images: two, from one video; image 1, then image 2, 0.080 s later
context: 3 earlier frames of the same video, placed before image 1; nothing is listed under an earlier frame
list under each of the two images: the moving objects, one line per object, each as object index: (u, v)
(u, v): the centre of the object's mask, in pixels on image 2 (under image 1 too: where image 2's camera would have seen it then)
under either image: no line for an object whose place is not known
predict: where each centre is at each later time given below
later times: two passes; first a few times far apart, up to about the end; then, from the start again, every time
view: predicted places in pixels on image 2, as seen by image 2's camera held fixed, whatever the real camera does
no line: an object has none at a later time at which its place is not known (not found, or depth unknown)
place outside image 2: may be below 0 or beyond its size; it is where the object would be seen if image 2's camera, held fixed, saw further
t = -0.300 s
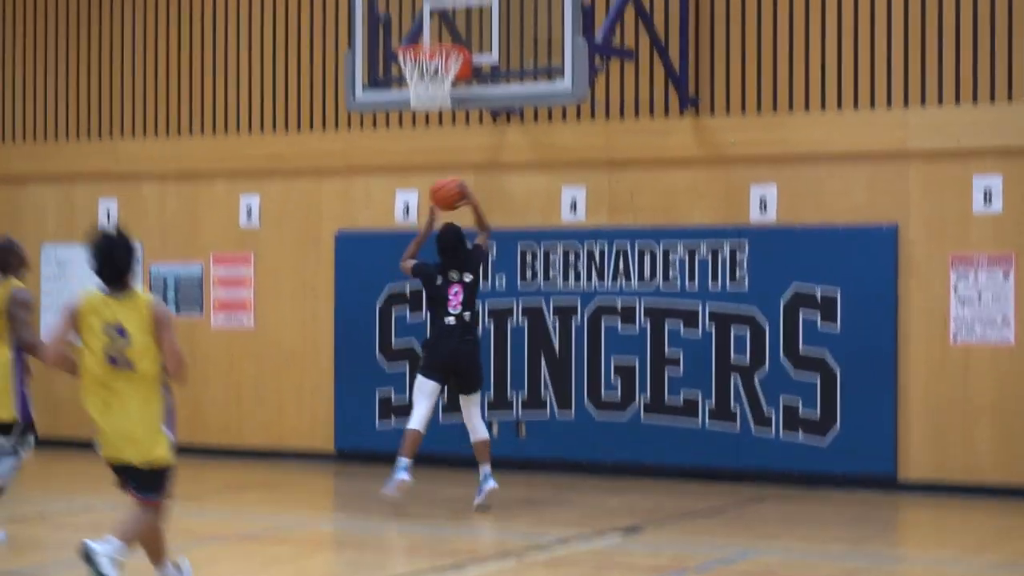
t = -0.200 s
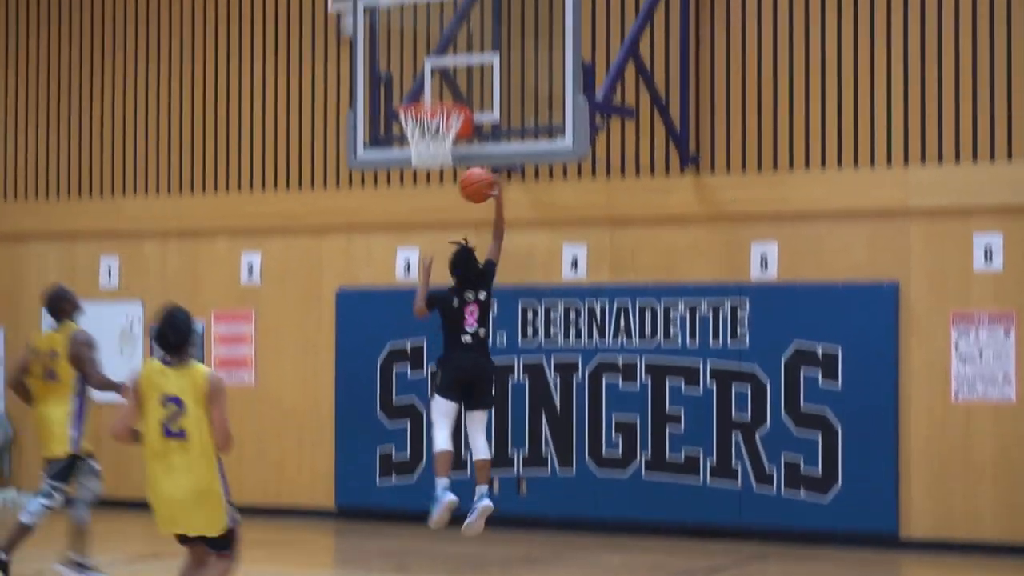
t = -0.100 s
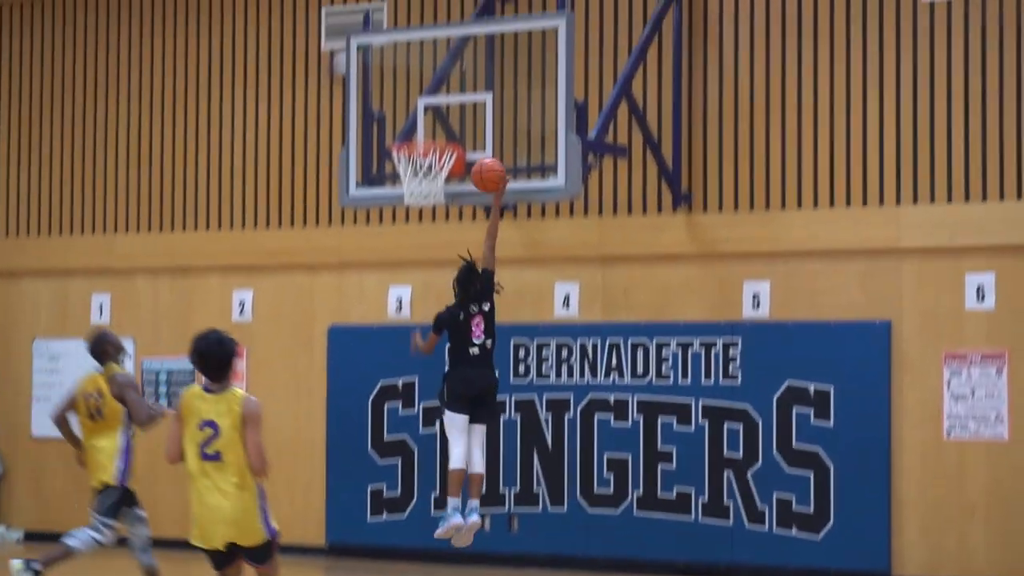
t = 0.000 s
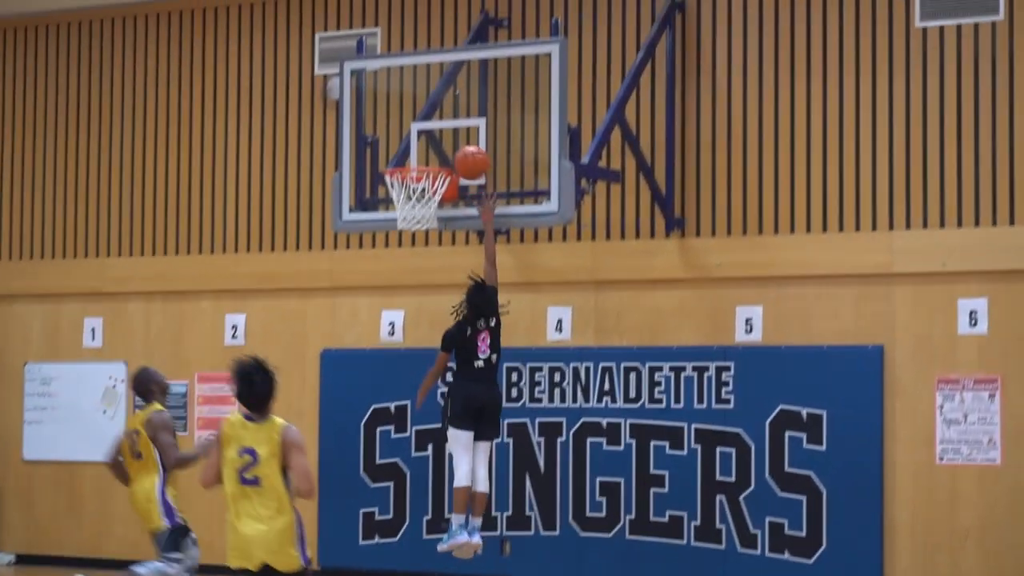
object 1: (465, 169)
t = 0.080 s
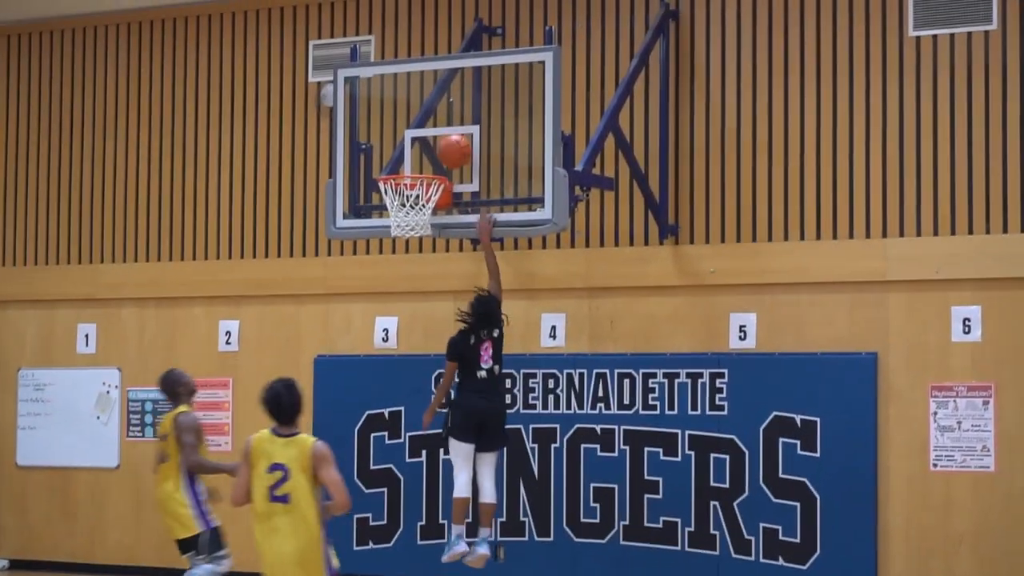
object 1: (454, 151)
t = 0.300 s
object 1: (420, 140)
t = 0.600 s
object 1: (398, 146)
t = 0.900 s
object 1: (416, 161)
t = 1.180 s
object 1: (413, 211)
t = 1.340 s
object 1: (406, 259)
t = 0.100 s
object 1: (452, 148)
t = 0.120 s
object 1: (450, 145)
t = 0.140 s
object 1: (447, 143)
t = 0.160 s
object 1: (445, 142)
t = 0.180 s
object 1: (442, 140)
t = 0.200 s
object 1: (439, 139)
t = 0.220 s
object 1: (435, 138)
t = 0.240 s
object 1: (431, 137)
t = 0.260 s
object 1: (427, 138)
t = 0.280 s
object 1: (424, 139)
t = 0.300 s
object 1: (420, 140)
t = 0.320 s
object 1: (416, 142)
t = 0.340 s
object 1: (412, 145)
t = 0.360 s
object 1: (408, 148)
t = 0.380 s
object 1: (405, 151)
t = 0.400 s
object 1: (401, 154)
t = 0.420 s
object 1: (397, 159)
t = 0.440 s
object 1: (393, 162)
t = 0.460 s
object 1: (393, 162)
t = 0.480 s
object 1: (393, 160)
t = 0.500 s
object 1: (394, 157)
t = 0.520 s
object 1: (395, 153)
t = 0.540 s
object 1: (396, 151)
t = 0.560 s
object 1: (397, 148)
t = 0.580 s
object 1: (398, 147)
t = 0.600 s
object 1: (398, 146)
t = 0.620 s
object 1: (399, 145)
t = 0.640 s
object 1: (400, 146)
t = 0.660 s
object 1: (401, 146)
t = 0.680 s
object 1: (402, 147)
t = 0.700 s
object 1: (403, 149)
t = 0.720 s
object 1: (404, 151)
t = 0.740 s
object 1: (404, 153)
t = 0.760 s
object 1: (405, 157)
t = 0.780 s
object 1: (407, 160)
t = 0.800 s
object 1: (408, 162)
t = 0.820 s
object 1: (409, 161)
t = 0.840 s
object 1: (411, 161)
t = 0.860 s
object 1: (413, 161)
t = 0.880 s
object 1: (414, 161)
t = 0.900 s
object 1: (416, 161)
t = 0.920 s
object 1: (419, 162)
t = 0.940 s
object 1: (420, 163)
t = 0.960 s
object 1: (422, 164)
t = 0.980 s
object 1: (424, 165)
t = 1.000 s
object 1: (426, 167)
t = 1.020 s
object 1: (427, 173)
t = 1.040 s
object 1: (430, 179)
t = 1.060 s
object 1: (427, 186)
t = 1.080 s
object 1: (425, 190)
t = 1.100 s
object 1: (422, 192)
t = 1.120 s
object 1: (420, 192)
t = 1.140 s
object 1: (420, 199)
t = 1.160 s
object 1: (417, 205)
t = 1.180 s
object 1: (413, 211)
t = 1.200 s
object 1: (415, 209)
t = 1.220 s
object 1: (415, 216)
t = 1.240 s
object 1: (411, 239)
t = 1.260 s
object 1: (409, 241)
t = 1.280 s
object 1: (409, 244)
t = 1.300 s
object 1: (408, 247)
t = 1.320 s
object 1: (407, 251)
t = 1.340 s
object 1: (406, 259)
